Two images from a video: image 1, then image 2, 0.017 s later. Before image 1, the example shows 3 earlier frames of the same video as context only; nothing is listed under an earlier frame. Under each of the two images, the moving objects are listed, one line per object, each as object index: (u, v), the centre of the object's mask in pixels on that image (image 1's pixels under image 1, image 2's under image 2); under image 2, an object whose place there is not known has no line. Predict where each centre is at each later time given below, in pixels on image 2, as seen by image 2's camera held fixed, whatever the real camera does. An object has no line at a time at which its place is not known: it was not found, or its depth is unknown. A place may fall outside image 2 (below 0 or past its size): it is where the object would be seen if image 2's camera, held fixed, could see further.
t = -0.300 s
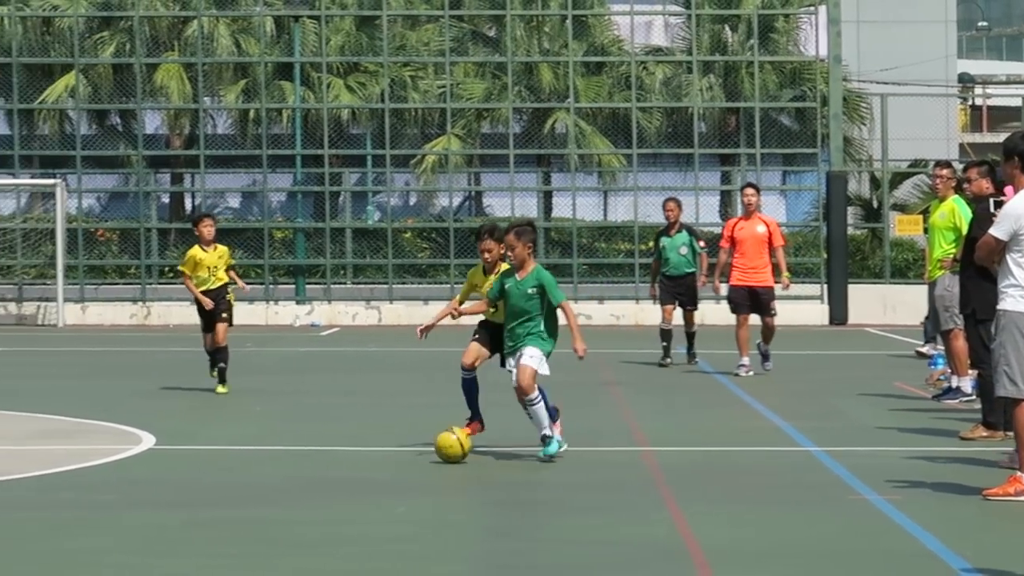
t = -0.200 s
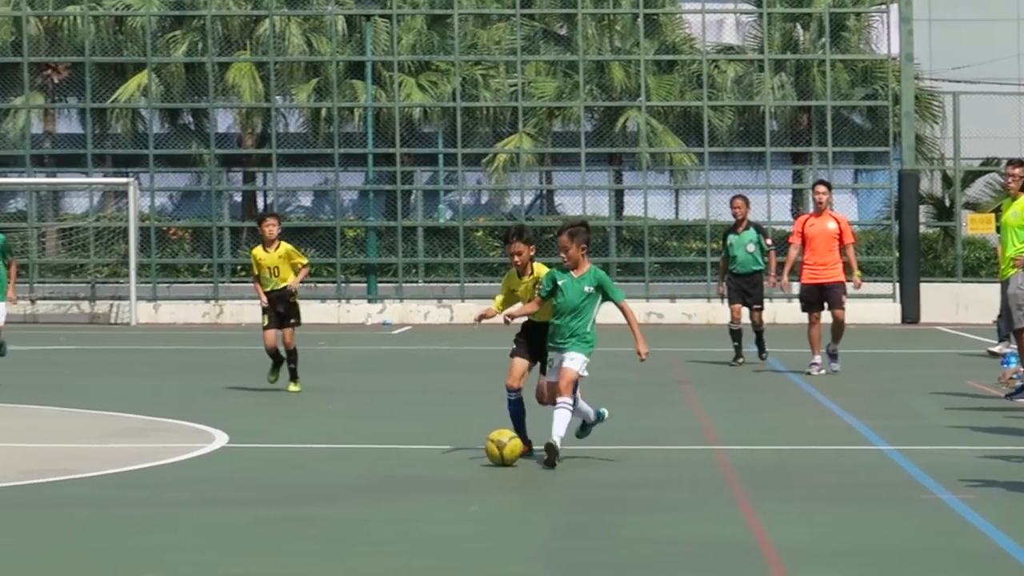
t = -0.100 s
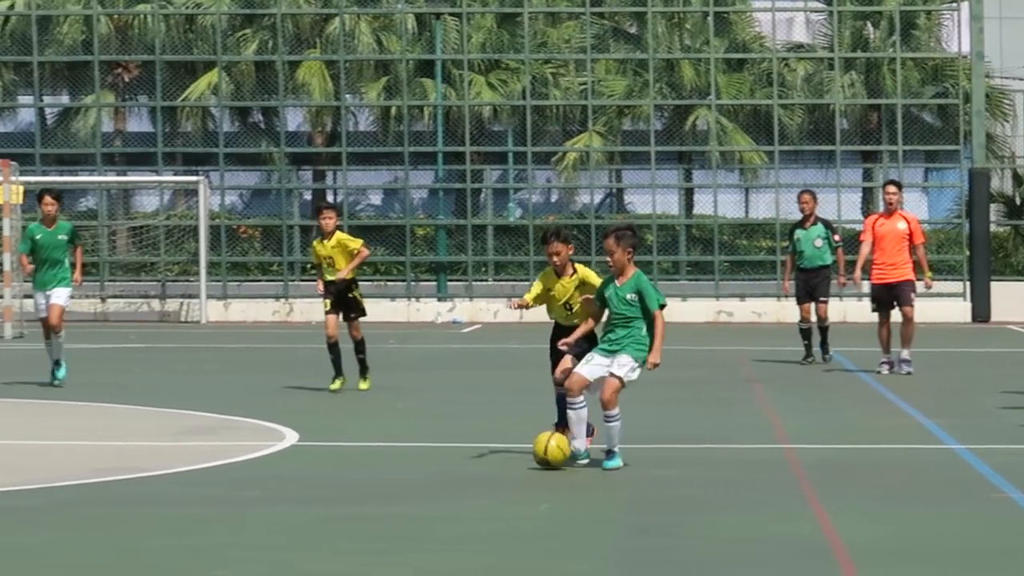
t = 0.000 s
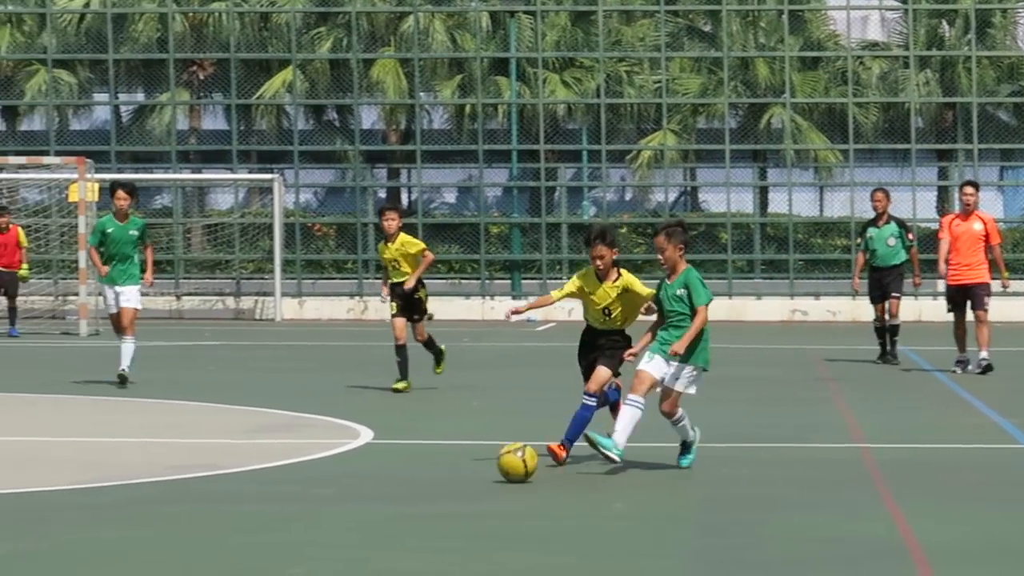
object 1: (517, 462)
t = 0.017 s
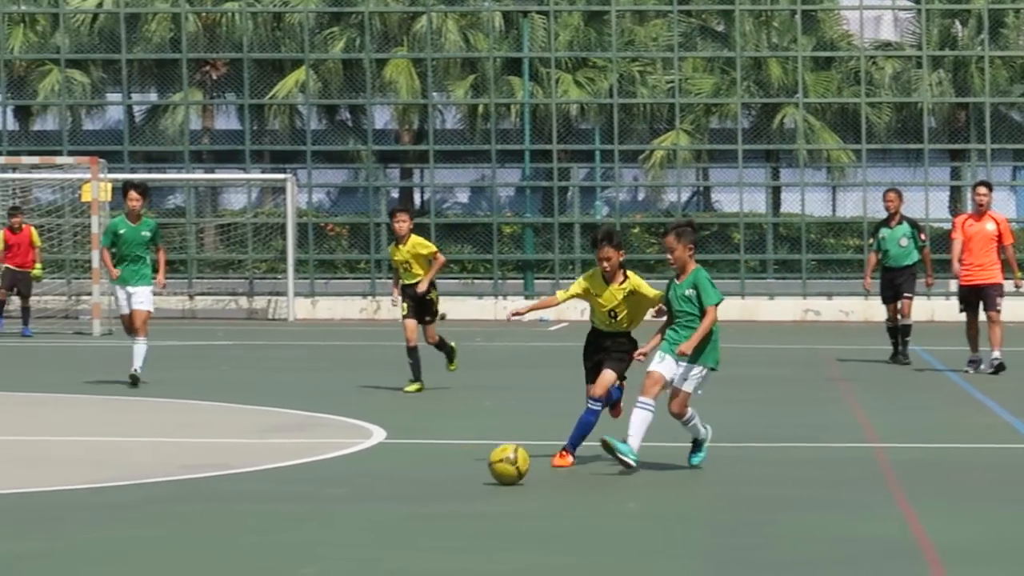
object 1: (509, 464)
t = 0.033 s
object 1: (487, 466)
